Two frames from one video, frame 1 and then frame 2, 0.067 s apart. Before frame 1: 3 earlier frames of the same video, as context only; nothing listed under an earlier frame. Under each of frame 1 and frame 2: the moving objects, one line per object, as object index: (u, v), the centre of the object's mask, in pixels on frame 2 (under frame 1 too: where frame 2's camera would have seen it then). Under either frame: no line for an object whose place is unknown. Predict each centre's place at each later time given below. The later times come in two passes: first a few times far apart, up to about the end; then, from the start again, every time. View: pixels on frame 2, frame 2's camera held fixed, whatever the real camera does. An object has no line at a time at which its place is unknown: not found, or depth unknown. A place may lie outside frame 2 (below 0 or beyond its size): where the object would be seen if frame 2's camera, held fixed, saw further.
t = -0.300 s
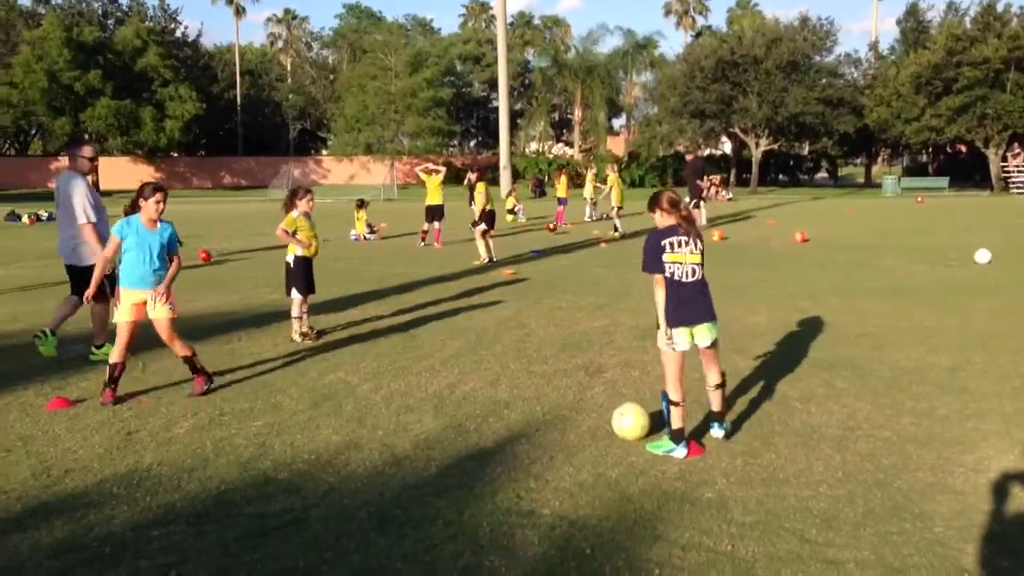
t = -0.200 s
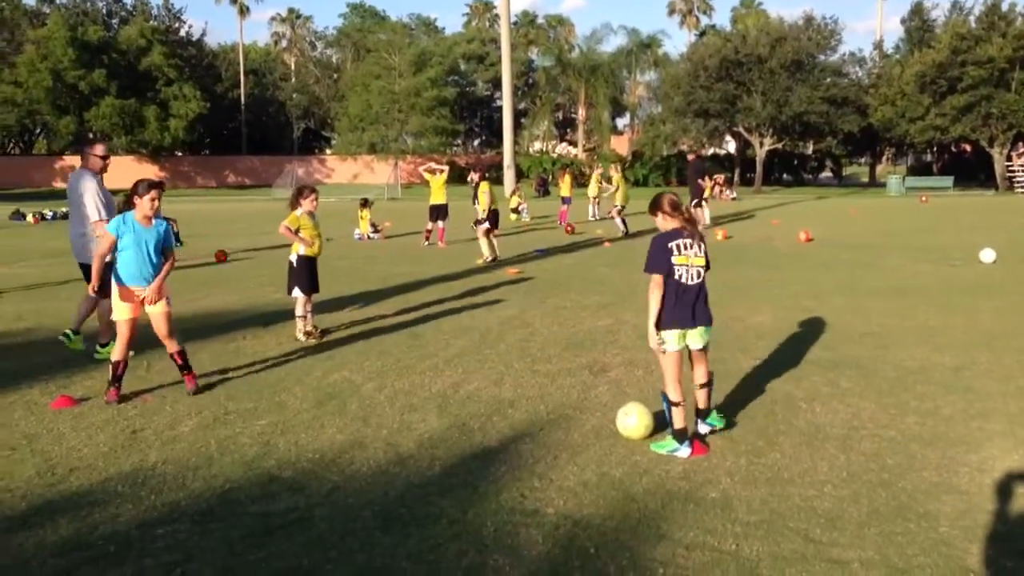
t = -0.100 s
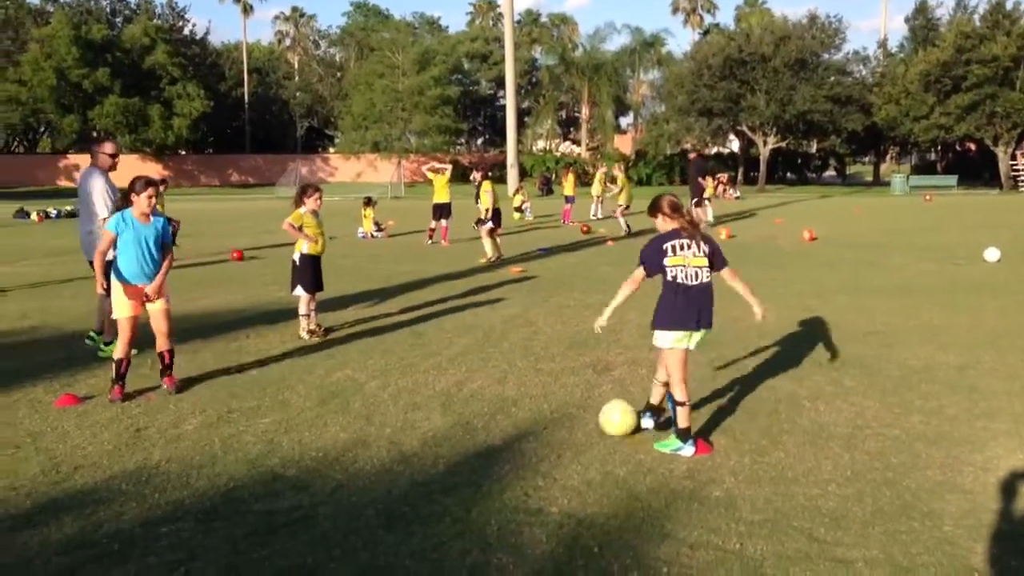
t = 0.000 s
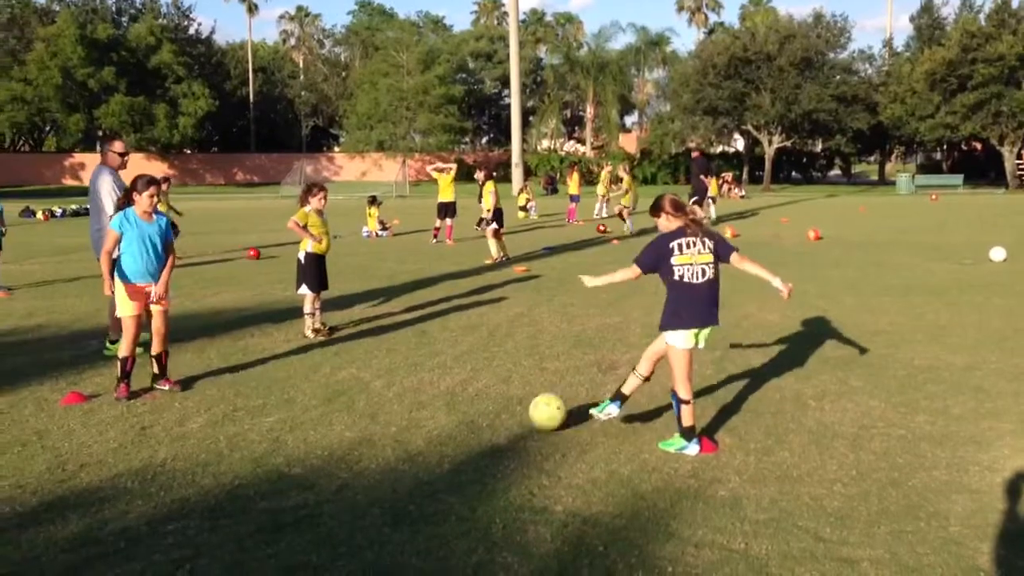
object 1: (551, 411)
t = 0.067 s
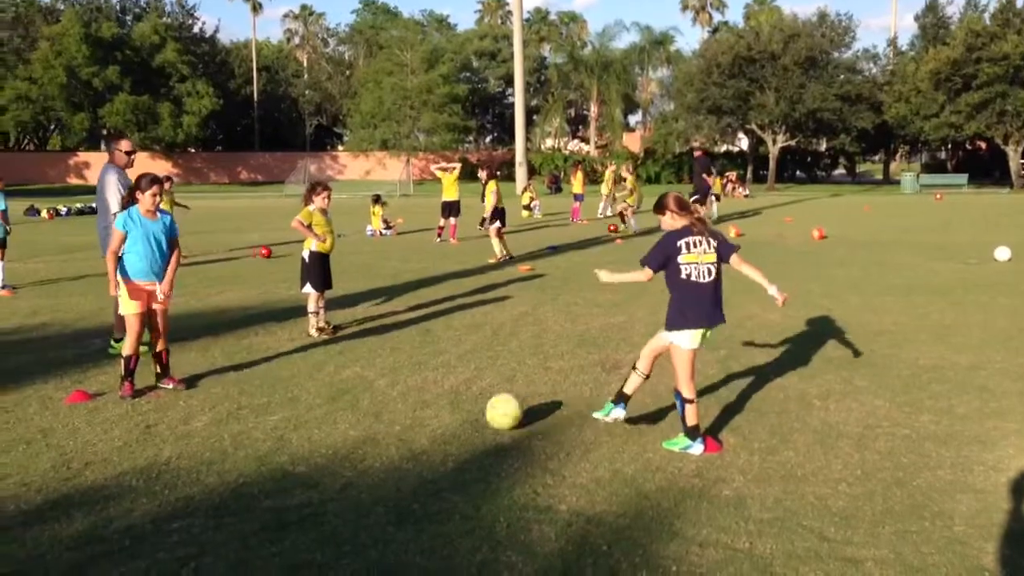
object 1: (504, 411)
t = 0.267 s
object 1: (380, 410)
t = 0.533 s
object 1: (255, 410)
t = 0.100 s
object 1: (483, 408)
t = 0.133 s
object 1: (461, 406)
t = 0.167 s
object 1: (440, 406)
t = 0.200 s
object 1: (418, 408)
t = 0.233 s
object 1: (398, 411)
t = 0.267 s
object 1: (380, 410)
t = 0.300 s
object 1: (363, 410)
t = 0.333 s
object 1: (348, 409)
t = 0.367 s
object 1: (332, 408)
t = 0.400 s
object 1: (315, 408)
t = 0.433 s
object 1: (298, 409)
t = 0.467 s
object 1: (283, 408)
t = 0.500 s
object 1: (268, 409)
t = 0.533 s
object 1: (255, 410)
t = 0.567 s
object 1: (242, 408)
